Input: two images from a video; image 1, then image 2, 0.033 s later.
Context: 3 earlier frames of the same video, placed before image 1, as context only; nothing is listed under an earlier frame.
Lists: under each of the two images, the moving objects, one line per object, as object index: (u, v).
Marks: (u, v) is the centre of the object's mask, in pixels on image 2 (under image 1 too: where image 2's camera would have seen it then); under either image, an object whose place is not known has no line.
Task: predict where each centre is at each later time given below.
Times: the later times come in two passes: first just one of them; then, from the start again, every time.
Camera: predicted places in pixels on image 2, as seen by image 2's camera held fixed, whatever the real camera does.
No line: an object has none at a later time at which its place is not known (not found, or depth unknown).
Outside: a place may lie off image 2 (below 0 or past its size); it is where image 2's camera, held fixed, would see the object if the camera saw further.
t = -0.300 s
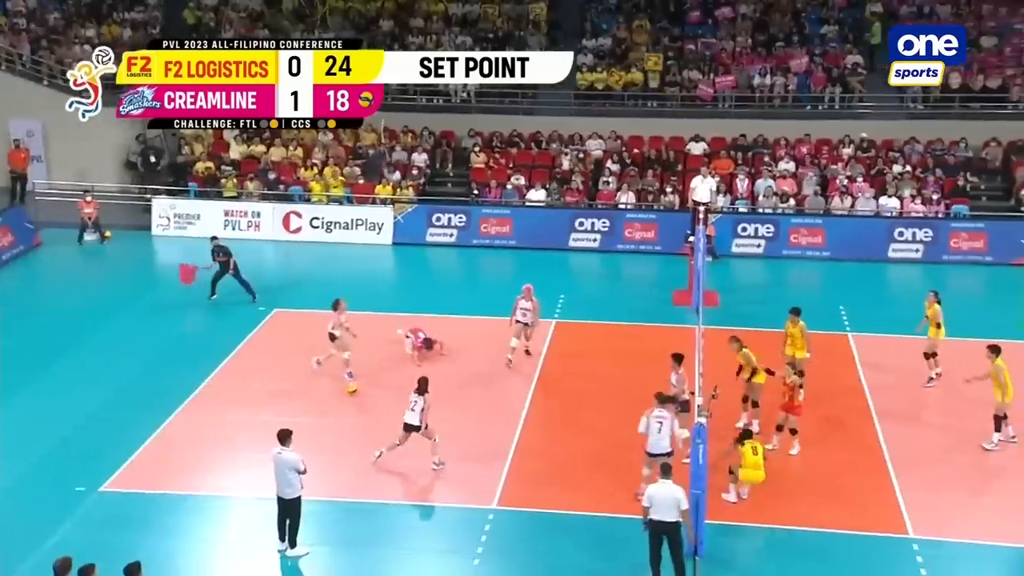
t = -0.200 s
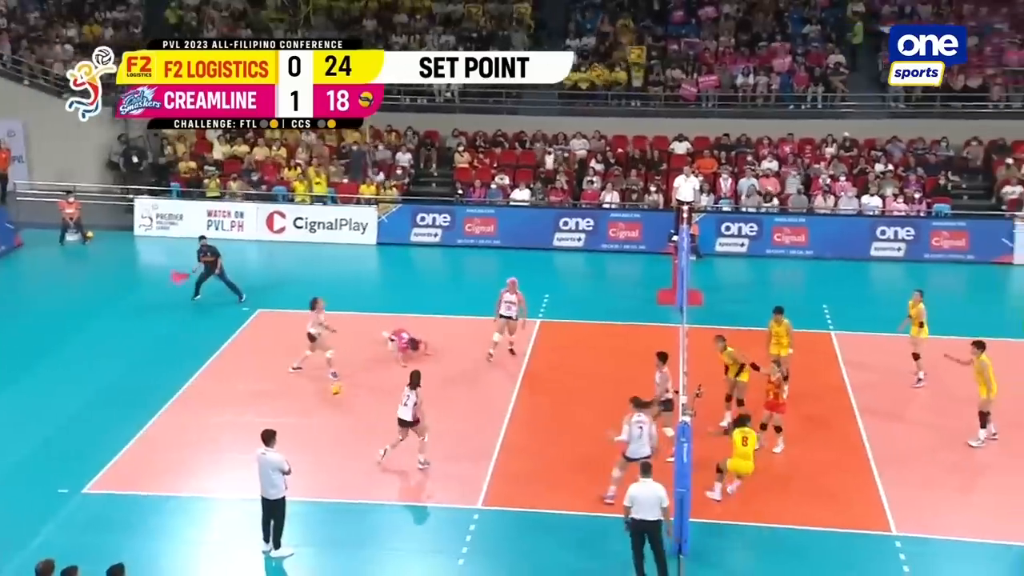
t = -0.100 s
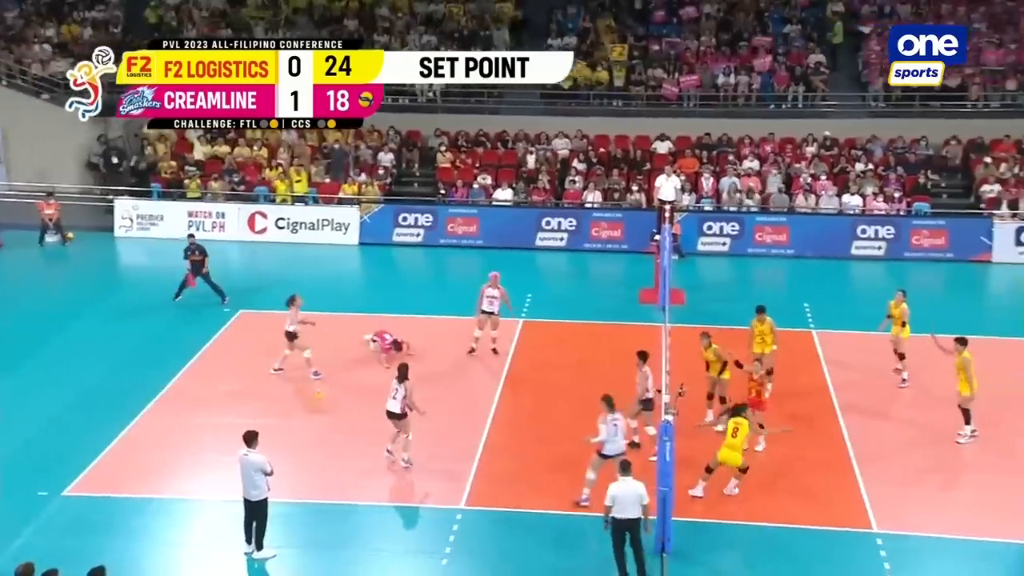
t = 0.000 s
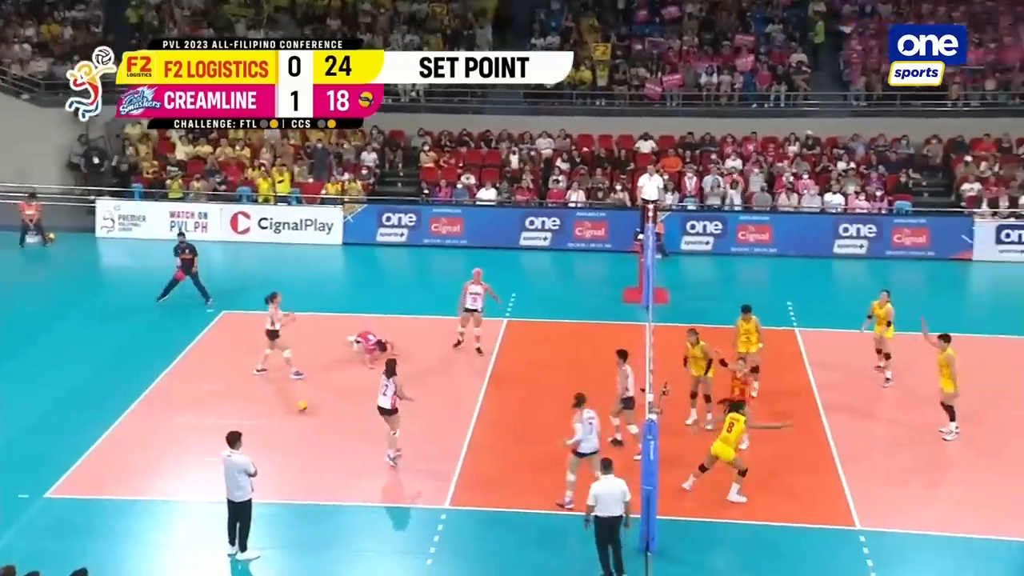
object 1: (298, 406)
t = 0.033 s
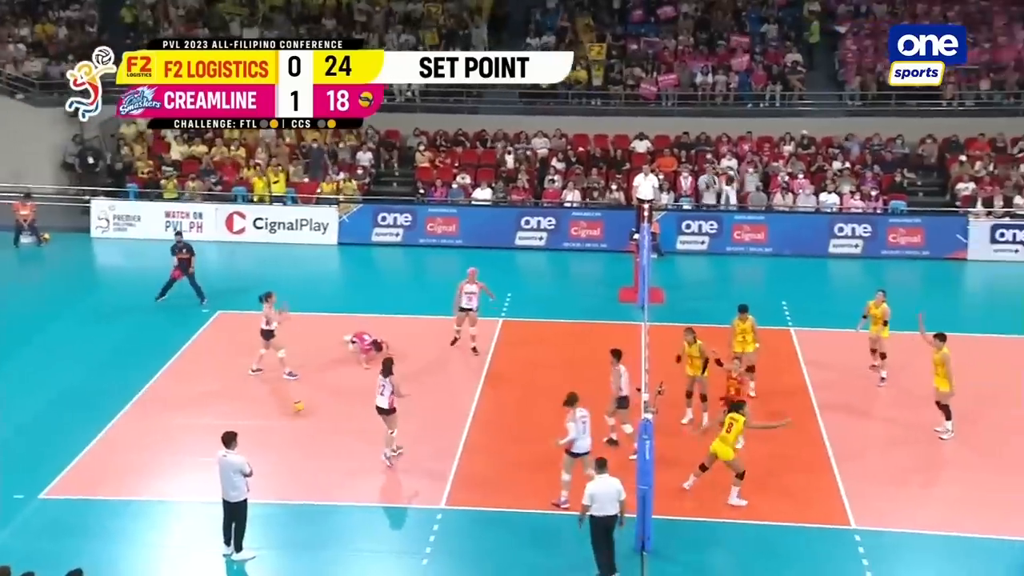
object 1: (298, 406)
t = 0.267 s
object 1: (296, 418)
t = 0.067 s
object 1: (297, 406)
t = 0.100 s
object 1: (296, 406)
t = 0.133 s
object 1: (297, 407)
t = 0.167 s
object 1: (296, 409)
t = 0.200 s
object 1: (297, 411)
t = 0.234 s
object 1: (297, 413)
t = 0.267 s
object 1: (296, 418)
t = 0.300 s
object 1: (297, 422)
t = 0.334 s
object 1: (296, 422)
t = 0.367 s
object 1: (296, 421)
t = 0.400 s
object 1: (296, 422)
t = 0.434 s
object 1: (296, 425)
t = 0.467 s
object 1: (298, 427)
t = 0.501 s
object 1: (296, 430)
